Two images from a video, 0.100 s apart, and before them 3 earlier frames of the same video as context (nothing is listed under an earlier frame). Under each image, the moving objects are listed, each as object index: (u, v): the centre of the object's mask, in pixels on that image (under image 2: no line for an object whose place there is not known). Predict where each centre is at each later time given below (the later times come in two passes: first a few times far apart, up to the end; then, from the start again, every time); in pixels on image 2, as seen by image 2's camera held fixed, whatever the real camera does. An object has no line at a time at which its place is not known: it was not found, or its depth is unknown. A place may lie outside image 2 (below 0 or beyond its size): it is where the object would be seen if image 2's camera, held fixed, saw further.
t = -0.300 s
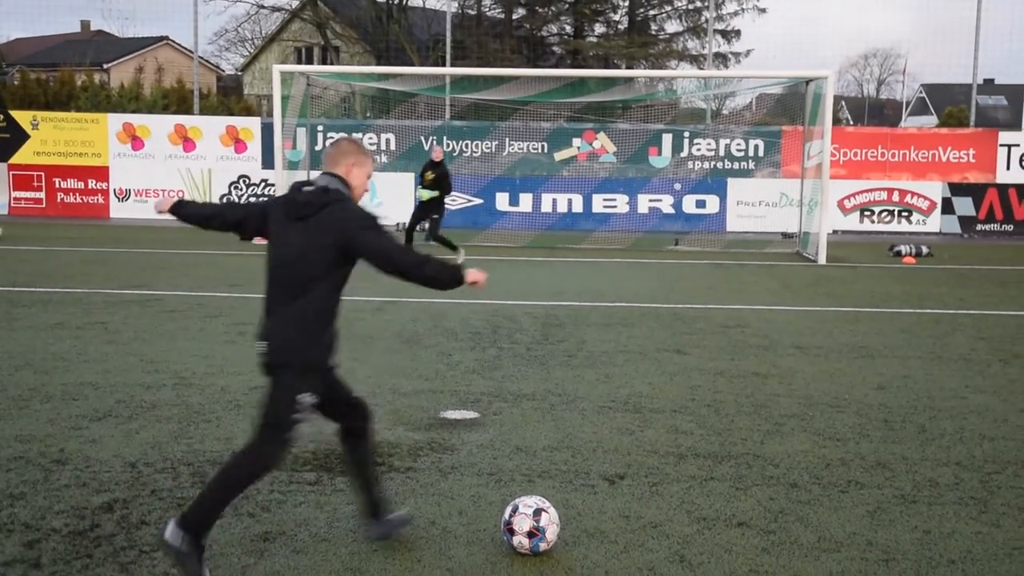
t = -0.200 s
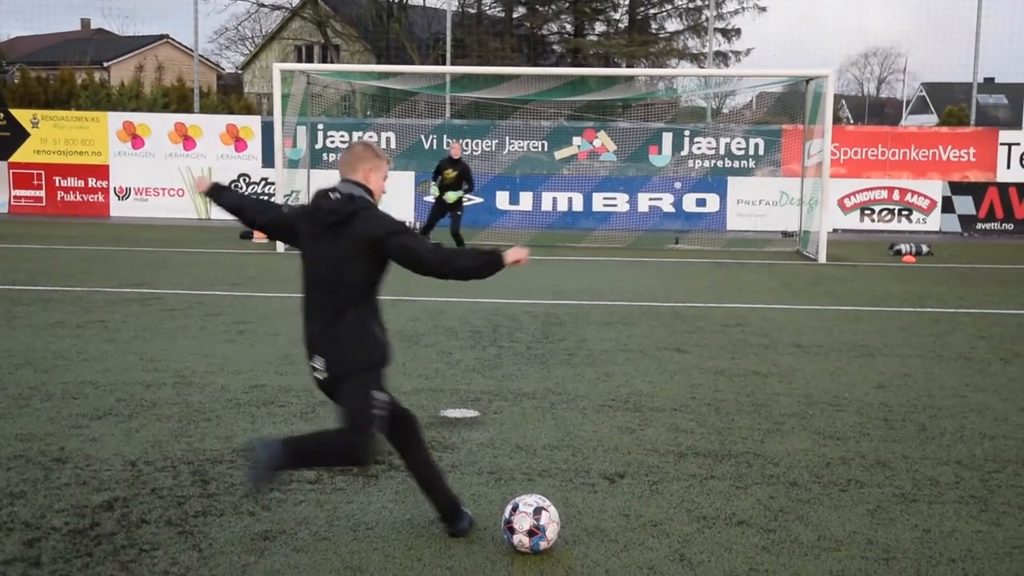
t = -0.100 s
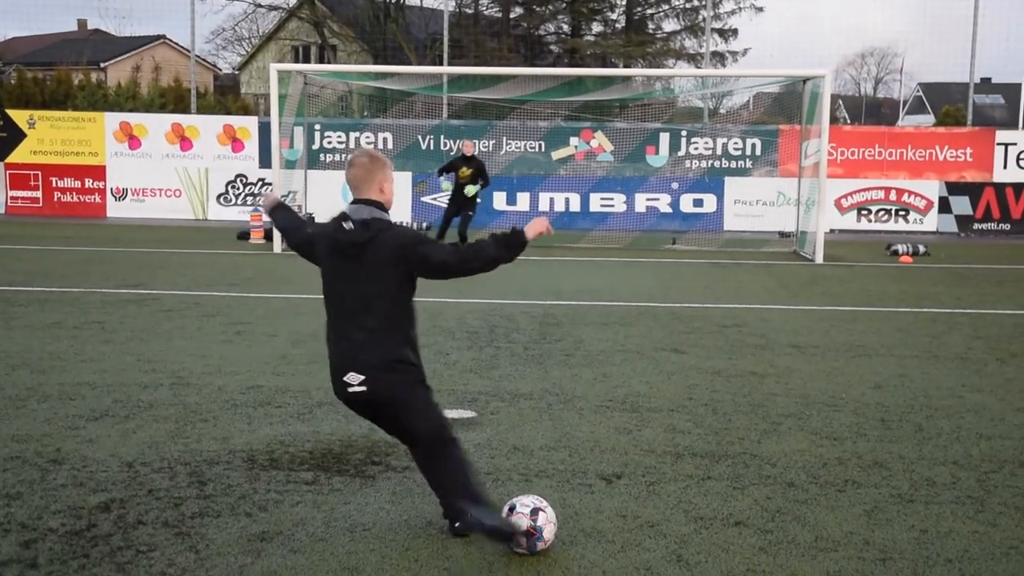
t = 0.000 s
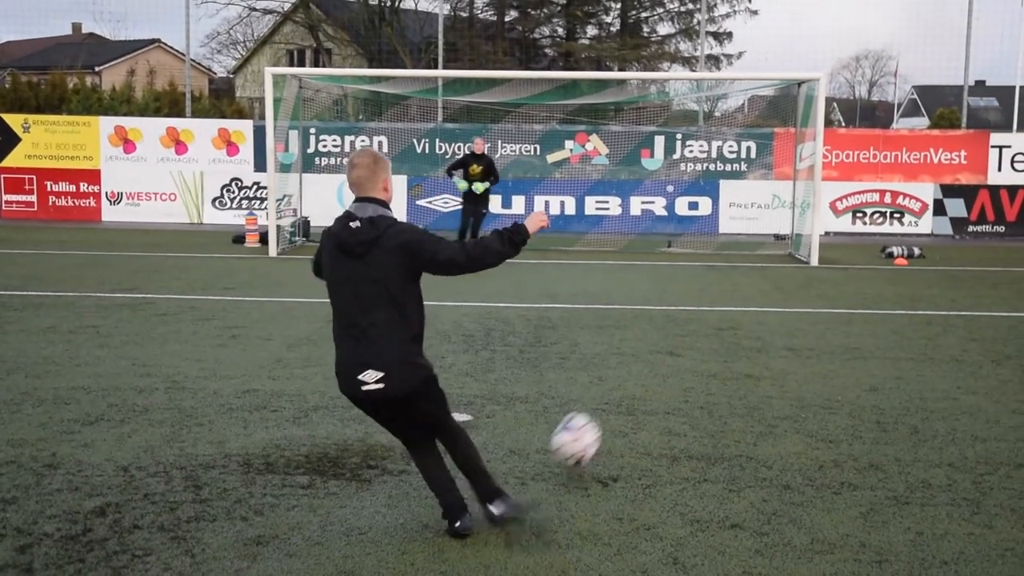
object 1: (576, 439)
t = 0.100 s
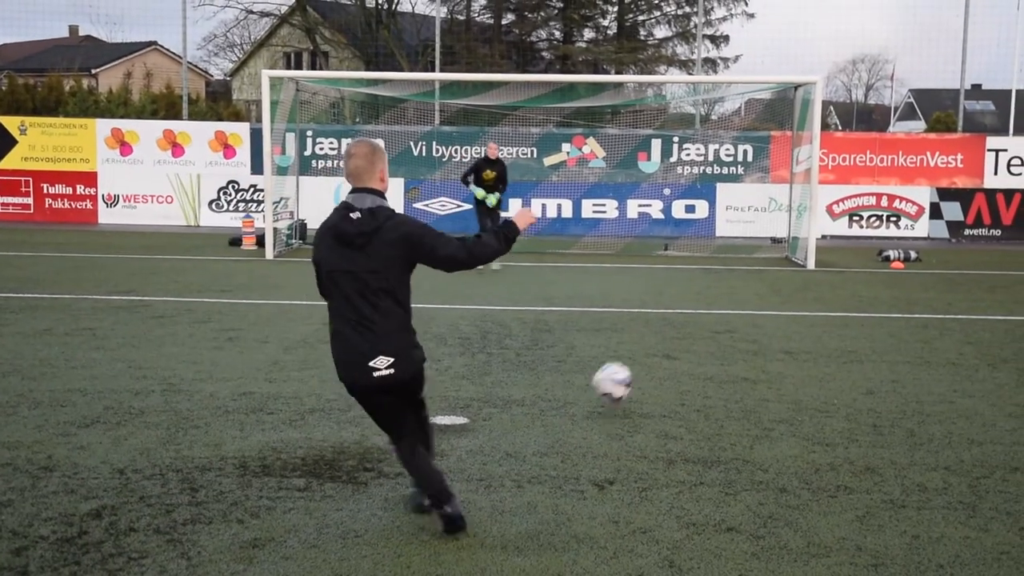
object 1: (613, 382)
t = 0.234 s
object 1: (642, 346)
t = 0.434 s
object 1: (666, 293)
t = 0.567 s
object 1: (675, 285)
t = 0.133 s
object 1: (622, 369)
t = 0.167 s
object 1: (630, 359)
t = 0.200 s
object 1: (637, 352)
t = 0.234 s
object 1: (642, 346)
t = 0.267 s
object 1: (647, 340)
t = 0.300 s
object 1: (652, 325)
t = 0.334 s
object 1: (657, 314)
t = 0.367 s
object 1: (660, 305)
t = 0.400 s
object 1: (663, 299)
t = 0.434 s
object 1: (666, 293)
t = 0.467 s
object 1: (669, 290)
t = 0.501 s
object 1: (671, 287)
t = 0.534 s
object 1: (673, 285)
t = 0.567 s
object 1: (675, 285)
